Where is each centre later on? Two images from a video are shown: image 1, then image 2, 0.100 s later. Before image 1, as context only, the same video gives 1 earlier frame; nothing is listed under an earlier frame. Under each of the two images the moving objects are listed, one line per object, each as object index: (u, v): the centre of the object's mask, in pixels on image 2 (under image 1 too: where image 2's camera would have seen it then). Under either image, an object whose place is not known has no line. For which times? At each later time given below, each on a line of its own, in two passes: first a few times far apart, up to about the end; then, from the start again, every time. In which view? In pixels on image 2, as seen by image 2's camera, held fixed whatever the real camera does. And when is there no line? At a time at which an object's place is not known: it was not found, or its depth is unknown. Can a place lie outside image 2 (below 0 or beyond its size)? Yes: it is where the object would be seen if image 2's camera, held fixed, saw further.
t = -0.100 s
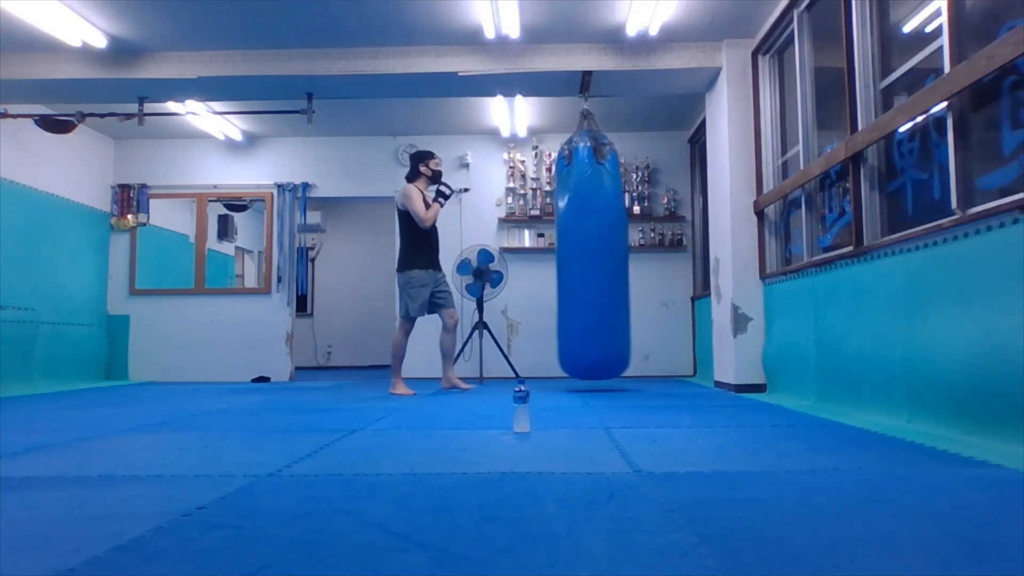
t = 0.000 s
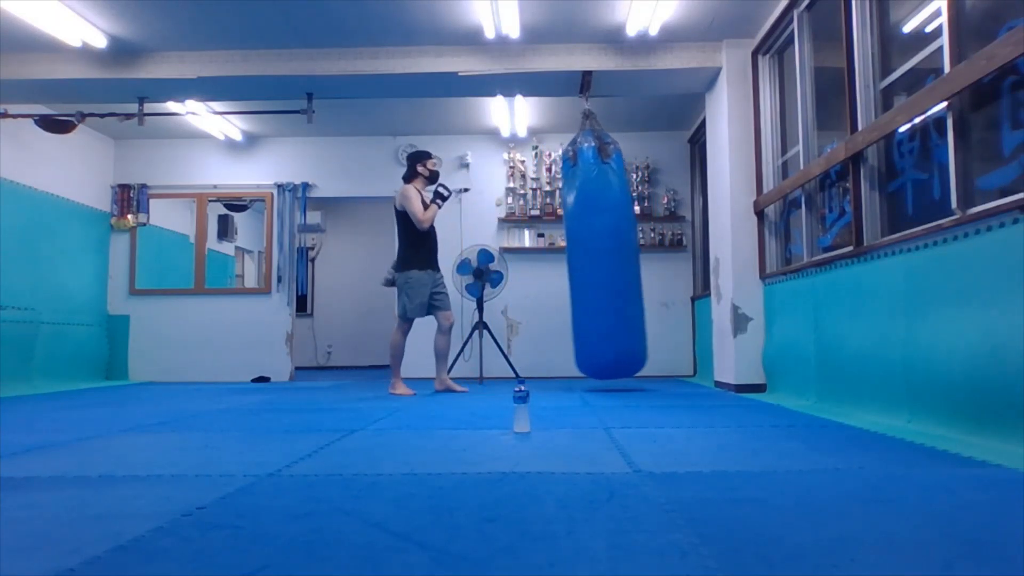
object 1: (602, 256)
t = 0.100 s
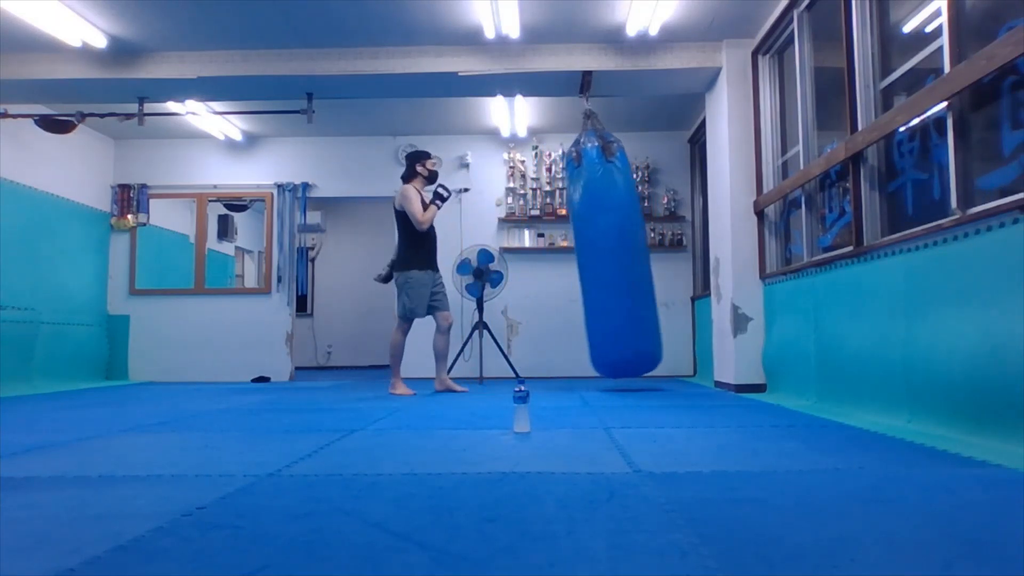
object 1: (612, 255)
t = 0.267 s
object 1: (624, 253)
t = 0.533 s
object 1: (630, 252)
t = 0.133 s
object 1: (614, 254)
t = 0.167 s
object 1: (617, 254)
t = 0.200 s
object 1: (620, 254)
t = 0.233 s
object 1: (622, 253)
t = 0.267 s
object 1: (624, 253)
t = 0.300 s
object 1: (626, 252)
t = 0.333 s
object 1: (627, 252)
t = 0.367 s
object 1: (628, 252)
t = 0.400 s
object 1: (629, 252)
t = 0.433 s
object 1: (630, 252)
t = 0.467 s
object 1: (630, 252)
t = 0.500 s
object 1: (630, 252)
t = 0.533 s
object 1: (630, 252)
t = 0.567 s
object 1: (630, 252)
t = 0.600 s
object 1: (629, 252)
